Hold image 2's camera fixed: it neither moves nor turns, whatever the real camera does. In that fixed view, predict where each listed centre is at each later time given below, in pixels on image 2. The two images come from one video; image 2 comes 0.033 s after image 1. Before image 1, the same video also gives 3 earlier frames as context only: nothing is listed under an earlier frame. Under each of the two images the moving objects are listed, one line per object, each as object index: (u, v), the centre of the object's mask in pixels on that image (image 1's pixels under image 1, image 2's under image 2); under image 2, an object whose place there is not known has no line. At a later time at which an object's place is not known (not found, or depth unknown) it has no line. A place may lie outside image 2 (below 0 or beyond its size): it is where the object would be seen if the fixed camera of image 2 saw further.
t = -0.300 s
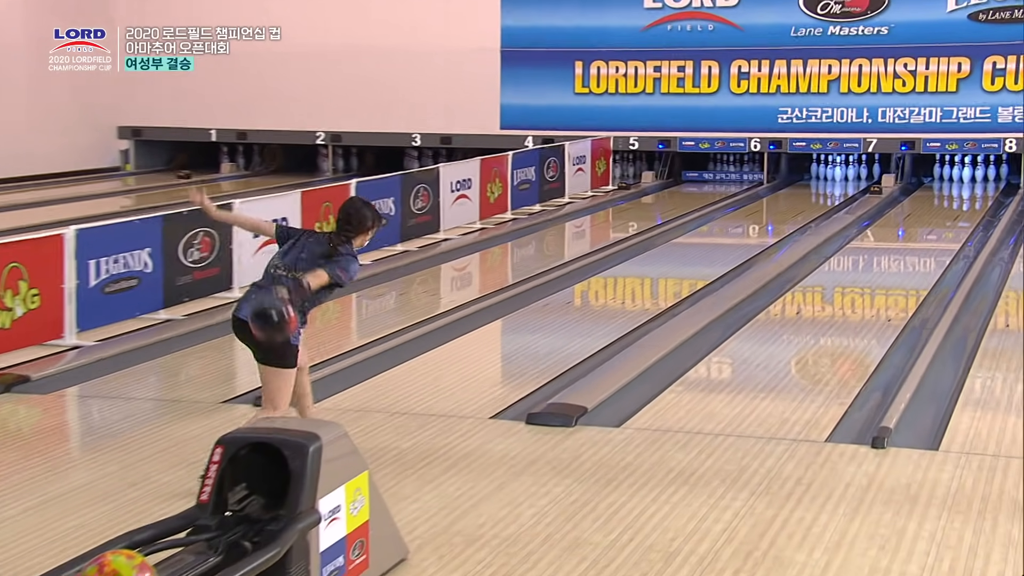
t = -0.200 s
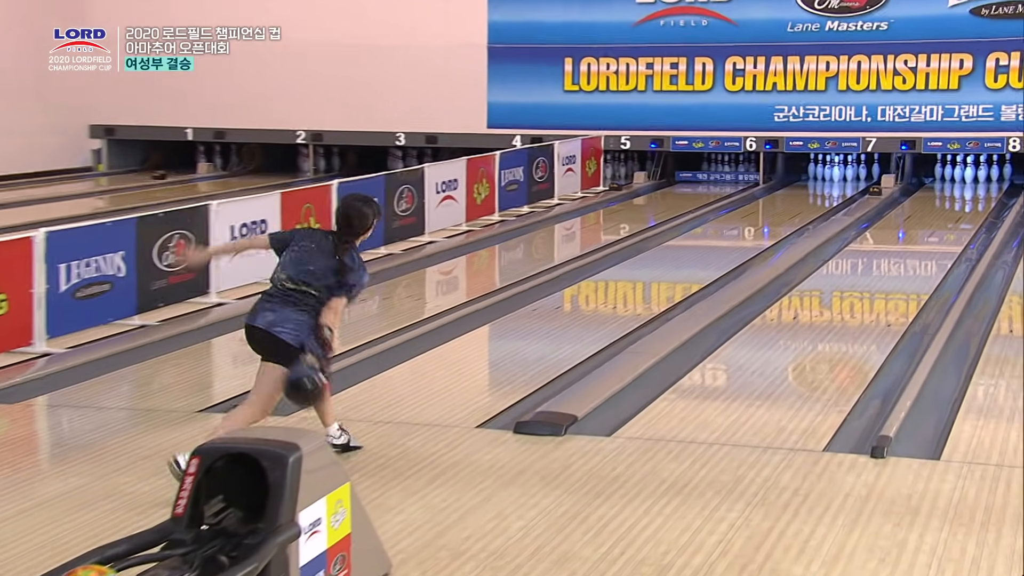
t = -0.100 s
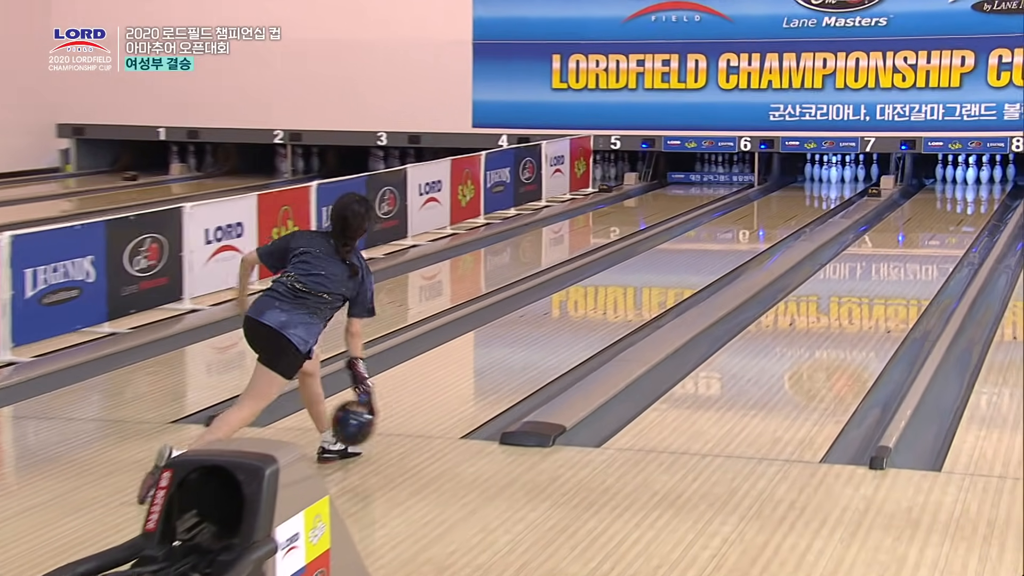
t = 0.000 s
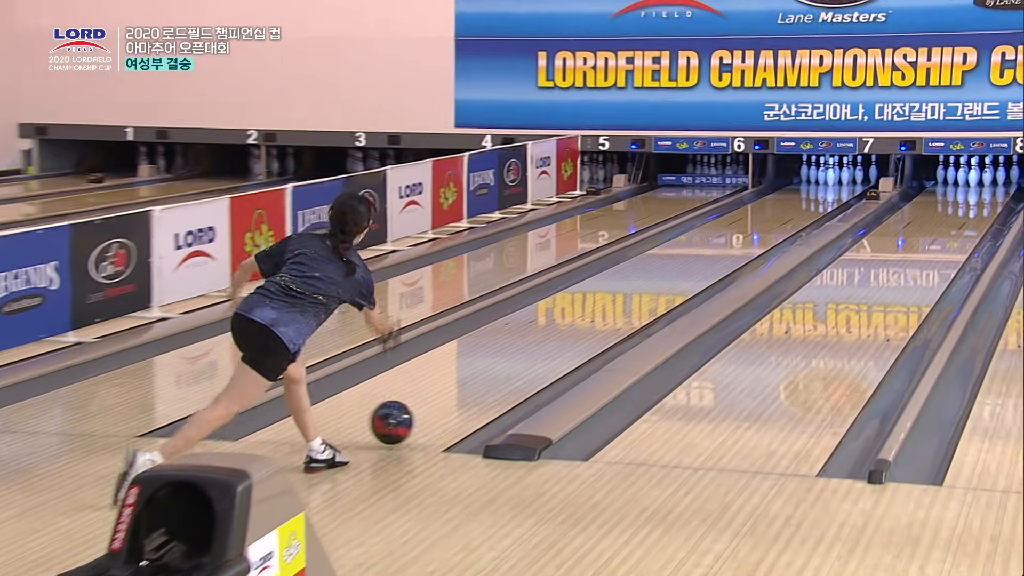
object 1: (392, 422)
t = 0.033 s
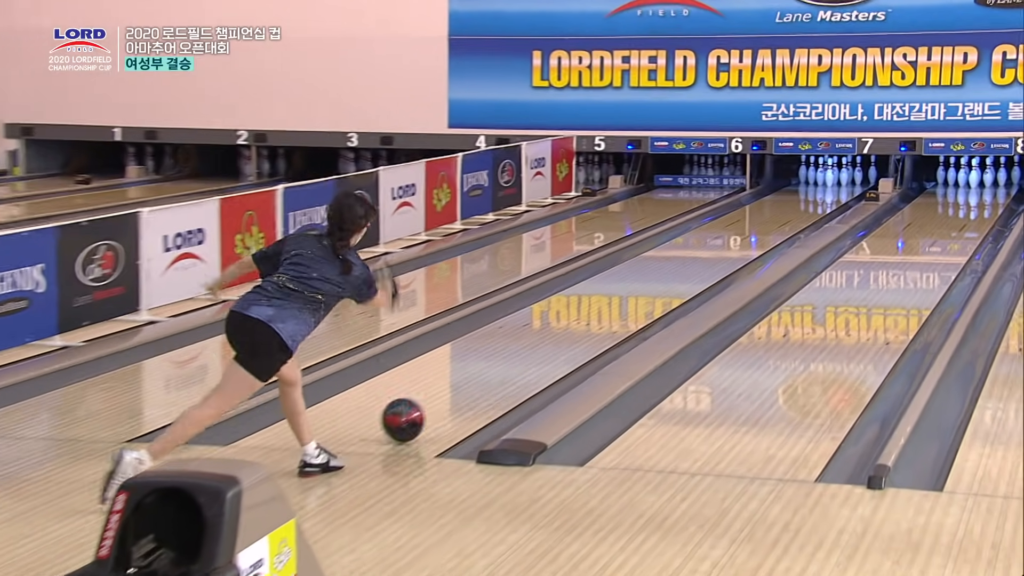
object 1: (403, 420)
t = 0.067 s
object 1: (421, 411)
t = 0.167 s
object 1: (468, 386)
